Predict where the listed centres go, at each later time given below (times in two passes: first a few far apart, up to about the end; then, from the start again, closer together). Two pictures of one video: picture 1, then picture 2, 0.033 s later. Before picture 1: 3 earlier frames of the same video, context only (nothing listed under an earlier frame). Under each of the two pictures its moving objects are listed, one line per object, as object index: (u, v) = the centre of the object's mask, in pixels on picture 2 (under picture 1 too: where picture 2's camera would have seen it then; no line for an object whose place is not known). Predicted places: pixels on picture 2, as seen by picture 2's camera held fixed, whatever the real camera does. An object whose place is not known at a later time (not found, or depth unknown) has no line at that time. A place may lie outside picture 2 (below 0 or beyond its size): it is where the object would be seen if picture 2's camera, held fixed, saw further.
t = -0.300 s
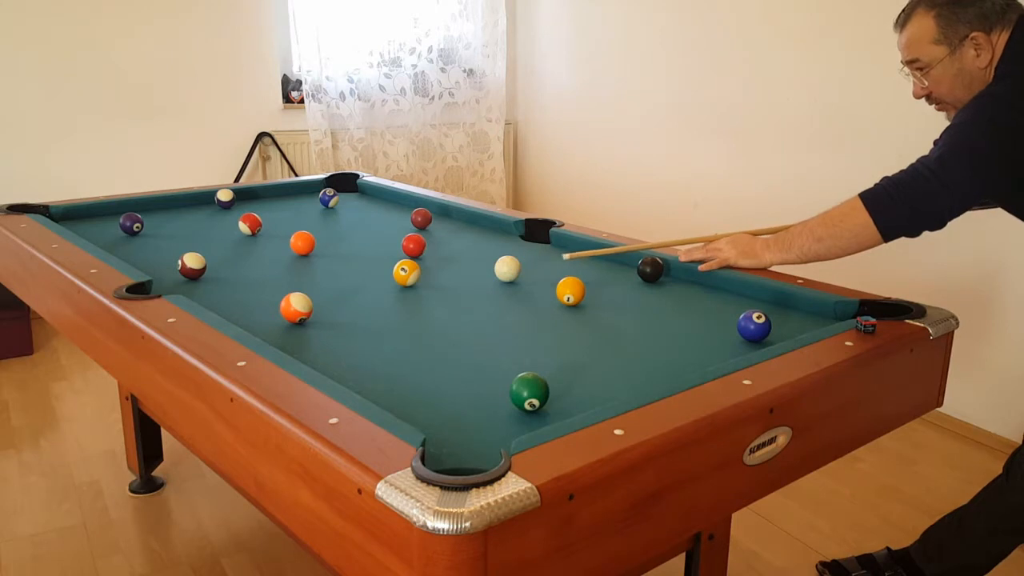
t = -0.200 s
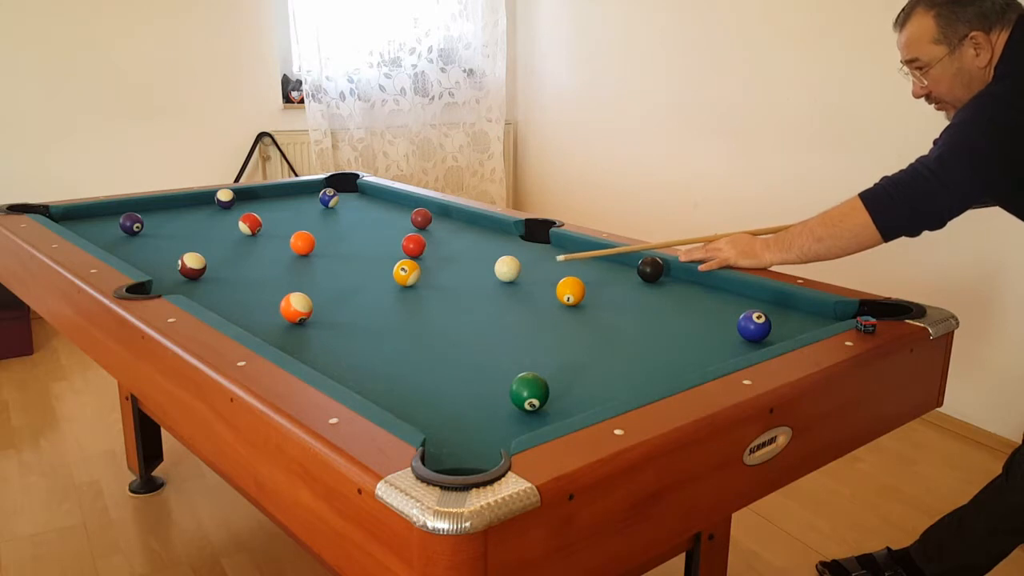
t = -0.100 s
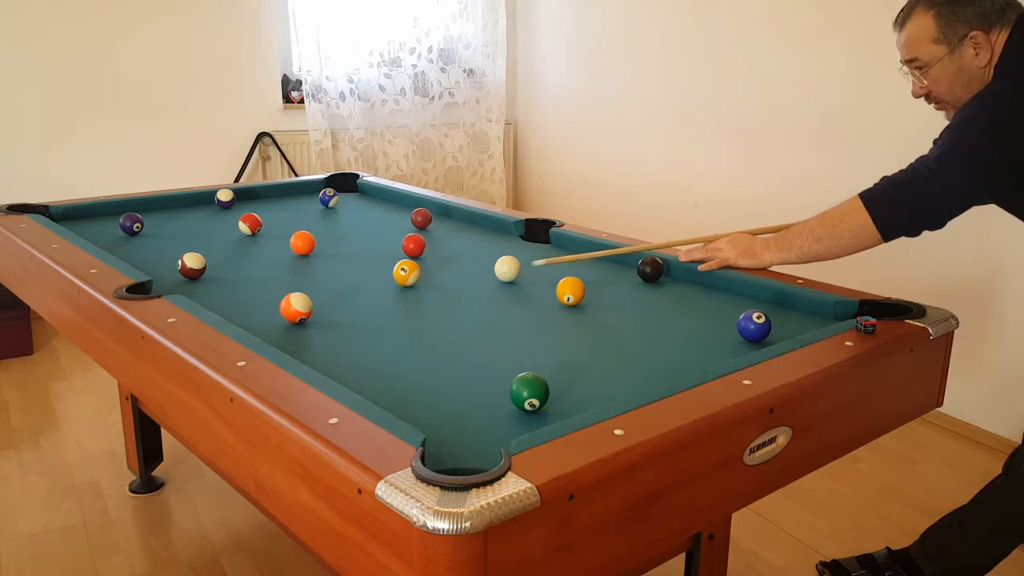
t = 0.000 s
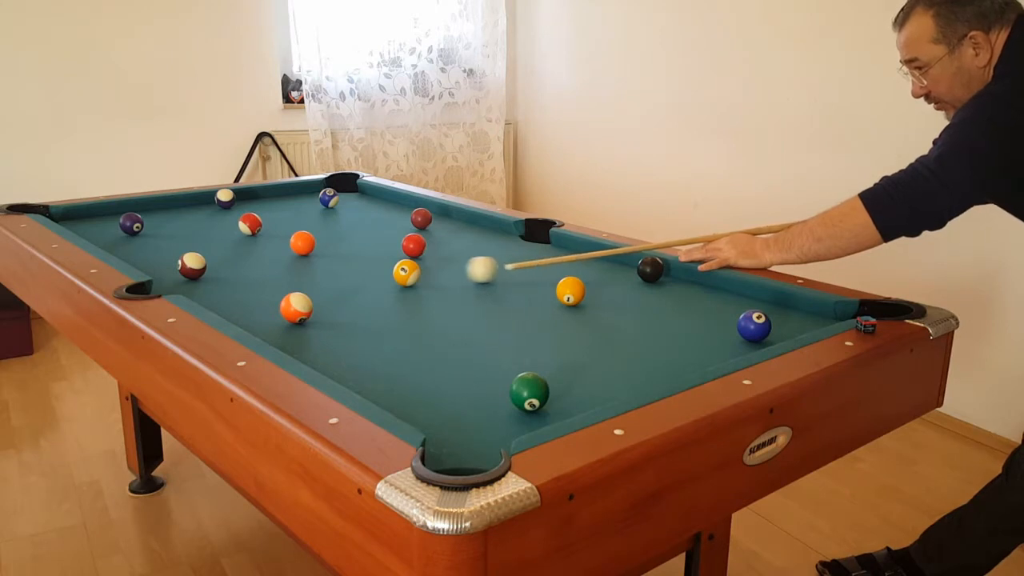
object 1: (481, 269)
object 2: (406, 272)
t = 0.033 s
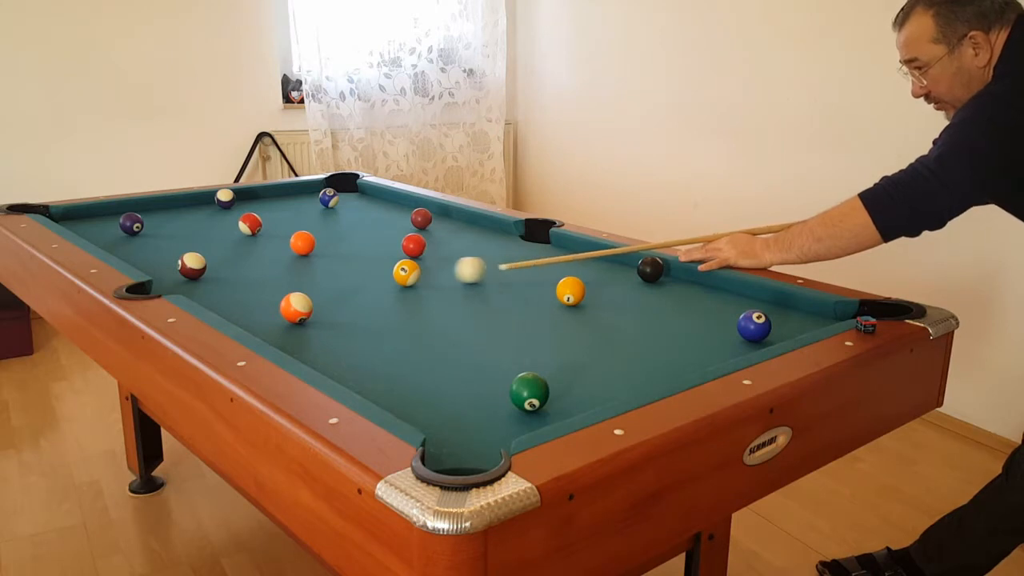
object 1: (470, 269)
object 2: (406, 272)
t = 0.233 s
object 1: (428, 270)
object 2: (382, 273)
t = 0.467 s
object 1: (409, 269)
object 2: (334, 277)
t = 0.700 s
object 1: (392, 267)
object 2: (285, 280)
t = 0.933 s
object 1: (376, 266)
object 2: (237, 284)
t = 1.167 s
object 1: (362, 265)
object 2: (188, 286)
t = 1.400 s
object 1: (349, 265)
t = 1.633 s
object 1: (339, 264)
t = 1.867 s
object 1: (330, 264)
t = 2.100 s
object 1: (323, 264)
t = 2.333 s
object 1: (317, 264)
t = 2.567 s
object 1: (313, 264)
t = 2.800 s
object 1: (312, 264)
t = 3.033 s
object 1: (312, 264)
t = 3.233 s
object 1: (312, 264)
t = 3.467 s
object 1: (312, 264)
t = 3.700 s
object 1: (312, 264)
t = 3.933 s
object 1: (312, 264)
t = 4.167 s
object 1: (312, 264)
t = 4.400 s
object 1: (311, 264)
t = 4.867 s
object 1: (312, 264)
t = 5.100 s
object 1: (312, 264)
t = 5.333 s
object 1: (312, 264)
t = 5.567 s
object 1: (312, 264)
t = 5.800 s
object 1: (312, 264)
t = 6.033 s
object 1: (312, 264)
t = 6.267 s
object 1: (312, 264)
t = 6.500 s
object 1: (312, 264)
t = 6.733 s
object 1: (312, 264)
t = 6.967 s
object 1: (312, 264)
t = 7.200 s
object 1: (312, 264)
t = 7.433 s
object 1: (312, 264)
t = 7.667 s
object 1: (312, 264)
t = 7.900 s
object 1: (312, 264)
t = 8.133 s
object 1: (312, 264)
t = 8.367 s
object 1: (312, 264)
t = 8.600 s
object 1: (312, 264)
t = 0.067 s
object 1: (459, 270)
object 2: (406, 272)
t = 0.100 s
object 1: (448, 270)
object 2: (406, 272)
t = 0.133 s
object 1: (437, 270)
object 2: (406, 272)
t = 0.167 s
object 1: (433, 270)
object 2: (400, 272)
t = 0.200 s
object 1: (430, 270)
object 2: (390, 273)
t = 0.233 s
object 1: (428, 270)
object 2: (382, 273)
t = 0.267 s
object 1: (425, 270)
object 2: (376, 274)
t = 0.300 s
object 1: (422, 269)
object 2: (369, 275)
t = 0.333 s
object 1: (420, 269)
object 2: (362, 275)
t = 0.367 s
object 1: (417, 269)
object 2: (355, 276)
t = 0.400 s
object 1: (414, 269)
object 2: (348, 276)
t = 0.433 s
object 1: (412, 269)
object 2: (341, 276)
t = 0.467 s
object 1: (409, 269)
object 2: (334, 277)
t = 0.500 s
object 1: (406, 268)
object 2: (327, 278)
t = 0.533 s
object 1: (404, 268)
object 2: (320, 278)
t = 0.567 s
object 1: (401, 268)
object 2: (313, 279)
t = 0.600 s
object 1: (399, 268)
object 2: (306, 279)
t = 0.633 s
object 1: (397, 268)
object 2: (299, 279)
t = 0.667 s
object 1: (394, 267)
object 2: (292, 279)
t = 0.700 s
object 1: (392, 267)
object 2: (285, 280)
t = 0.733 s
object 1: (390, 267)
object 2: (278, 281)
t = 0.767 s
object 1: (387, 267)
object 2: (271, 281)
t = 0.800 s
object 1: (385, 267)
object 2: (265, 282)
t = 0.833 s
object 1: (383, 267)
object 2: (257, 282)
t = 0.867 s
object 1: (381, 266)
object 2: (250, 283)
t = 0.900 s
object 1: (378, 266)
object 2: (244, 283)
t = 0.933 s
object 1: (376, 266)
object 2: (237, 284)
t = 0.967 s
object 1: (374, 266)
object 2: (230, 285)
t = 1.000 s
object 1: (372, 266)
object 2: (222, 285)
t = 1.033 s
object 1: (370, 266)
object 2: (216, 286)
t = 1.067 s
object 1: (368, 266)
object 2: (208, 286)
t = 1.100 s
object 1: (366, 265)
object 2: (201, 287)
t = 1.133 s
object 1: (364, 265)
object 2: (194, 287)
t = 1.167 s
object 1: (362, 265)
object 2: (188, 286)
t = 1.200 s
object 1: (360, 265)
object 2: (181, 286)
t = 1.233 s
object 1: (358, 265)
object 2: (174, 286)
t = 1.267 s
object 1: (356, 265)
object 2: (167, 286)
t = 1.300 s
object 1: (355, 265)
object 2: (160, 287)
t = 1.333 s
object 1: (353, 265)
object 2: (154, 289)
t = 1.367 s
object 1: (351, 265)
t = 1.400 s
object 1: (349, 265)
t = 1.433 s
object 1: (348, 264)
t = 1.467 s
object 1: (346, 264)
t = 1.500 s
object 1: (345, 264)
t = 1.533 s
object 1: (343, 264)
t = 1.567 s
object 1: (342, 264)
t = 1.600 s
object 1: (340, 264)
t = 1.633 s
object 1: (339, 264)
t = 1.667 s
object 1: (338, 264)
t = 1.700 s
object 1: (336, 264)
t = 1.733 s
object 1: (335, 264)
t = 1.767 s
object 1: (334, 264)
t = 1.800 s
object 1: (332, 264)
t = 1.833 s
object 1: (331, 264)
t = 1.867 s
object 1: (330, 264)
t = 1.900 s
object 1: (329, 264)
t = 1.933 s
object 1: (328, 264)
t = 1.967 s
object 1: (327, 264)
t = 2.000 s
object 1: (326, 264)
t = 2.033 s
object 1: (325, 264)
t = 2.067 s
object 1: (324, 264)
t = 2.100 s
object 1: (323, 264)
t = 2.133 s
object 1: (322, 264)
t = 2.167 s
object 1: (321, 264)
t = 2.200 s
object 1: (320, 264)
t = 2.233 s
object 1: (319, 264)
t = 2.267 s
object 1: (319, 264)
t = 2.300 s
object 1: (318, 264)
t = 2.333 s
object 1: (317, 264)
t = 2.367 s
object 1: (317, 264)
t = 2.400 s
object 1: (316, 264)
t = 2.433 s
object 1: (316, 264)
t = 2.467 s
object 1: (315, 264)
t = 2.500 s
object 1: (314, 264)
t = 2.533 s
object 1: (314, 264)
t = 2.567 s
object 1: (313, 264)
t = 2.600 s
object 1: (313, 264)
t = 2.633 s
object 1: (312, 264)
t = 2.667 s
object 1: (312, 264)
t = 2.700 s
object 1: (312, 264)
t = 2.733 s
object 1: (312, 264)
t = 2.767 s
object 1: (312, 264)
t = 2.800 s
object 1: (312, 264)
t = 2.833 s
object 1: (312, 264)
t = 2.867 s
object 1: (312, 264)
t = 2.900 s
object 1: (312, 264)
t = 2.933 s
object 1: (312, 264)
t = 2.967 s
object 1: (312, 264)
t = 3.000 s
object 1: (312, 264)
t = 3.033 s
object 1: (312, 264)
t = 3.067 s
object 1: (312, 264)
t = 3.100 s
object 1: (312, 264)
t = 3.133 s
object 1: (312, 264)
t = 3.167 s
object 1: (312, 264)
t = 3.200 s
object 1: (312, 264)
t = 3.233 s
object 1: (312, 264)
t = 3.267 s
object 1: (312, 264)
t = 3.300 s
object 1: (312, 264)
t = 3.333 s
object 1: (312, 264)
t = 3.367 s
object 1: (312, 264)
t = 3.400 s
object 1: (312, 264)
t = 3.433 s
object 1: (312, 264)
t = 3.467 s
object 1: (312, 264)
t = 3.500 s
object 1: (312, 264)
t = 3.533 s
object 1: (312, 264)
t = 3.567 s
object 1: (312, 264)
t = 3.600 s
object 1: (312, 264)
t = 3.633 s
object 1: (312, 264)
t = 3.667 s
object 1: (312, 264)
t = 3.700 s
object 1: (312, 264)
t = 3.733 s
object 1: (312, 264)
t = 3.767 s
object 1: (312, 264)
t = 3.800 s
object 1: (312, 264)
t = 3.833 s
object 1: (312, 264)
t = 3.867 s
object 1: (312, 264)
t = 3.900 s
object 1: (312, 264)
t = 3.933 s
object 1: (312, 264)
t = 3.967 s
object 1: (312, 264)
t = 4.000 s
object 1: (312, 264)
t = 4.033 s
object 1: (312, 264)
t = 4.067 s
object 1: (312, 264)
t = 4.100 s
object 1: (312, 264)
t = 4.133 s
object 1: (312, 264)
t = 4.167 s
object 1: (312, 264)
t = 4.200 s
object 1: (312, 264)
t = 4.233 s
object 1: (312, 264)
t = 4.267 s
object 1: (312, 264)
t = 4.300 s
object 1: (312, 264)
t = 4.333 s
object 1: (312, 264)
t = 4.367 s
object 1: (312, 264)
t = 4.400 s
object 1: (311, 264)
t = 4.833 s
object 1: (312, 264)
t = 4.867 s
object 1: (312, 264)
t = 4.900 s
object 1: (312, 264)
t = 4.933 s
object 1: (312, 264)
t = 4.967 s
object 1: (312, 264)
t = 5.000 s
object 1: (312, 264)
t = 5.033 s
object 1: (312, 264)
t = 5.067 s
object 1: (312, 264)
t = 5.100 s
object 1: (312, 264)
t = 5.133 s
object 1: (312, 264)
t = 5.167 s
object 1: (312, 264)
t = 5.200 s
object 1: (312, 264)
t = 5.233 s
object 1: (312, 264)
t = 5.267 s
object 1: (312, 264)
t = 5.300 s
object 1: (312, 264)
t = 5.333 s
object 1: (312, 264)
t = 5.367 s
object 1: (312, 264)
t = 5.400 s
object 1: (312, 264)
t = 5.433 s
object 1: (312, 264)
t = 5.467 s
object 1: (312, 264)
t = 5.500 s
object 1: (312, 264)
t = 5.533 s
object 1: (312, 264)
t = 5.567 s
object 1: (312, 264)
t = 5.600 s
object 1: (312, 264)
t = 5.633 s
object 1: (312, 264)
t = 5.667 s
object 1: (312, 264)
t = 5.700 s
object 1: (312, 264)
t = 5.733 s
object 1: (312, 264)
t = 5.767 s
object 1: (312, 264)
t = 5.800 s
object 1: (312, 264)
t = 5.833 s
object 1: (312, 264)
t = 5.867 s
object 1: (312, 264)
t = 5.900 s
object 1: (312, 264)
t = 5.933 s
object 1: (312, 264)
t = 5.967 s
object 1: (312, 264)
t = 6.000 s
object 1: (312, 264)
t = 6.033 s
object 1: (312, 264)
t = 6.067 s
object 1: (312, 264)
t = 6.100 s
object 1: (312, 264)
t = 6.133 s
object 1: (312, 264)
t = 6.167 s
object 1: (312, 264)
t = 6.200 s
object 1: (312, 264)
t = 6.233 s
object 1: (312, 264)
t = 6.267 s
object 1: (312, 264)
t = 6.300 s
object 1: (312, 264)
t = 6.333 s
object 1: (312, 264)
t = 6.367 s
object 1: (312, 264)
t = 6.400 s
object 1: (312, 264)
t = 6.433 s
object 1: (312, 264)
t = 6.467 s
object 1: (312, 264)
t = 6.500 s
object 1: (312, 264)
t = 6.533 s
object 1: (312, 264)
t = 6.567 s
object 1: (312, 264)
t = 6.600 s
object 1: (312, 264)
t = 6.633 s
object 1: (312, 264)
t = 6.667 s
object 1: (312, 264)
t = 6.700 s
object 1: (312, 264)
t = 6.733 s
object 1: (312, 264)
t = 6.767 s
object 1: (312, 264)
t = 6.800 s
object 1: (312, 264)
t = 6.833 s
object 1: (312, 264)
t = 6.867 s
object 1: (312, 264)
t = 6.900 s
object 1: (312, 264)
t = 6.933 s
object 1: (312, 264)
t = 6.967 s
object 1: (312, 264)
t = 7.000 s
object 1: (312, 264)
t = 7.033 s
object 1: (312, 264)
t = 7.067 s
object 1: (312, 264)
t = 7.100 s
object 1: (312, 264)
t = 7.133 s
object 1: (312, 264)
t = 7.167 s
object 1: (312, 264)
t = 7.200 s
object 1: (312, 264)
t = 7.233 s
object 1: (312, 264)
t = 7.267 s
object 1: (312, 264)
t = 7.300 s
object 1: (312, 264)
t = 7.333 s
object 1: (312, 264)
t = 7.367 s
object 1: (312, 264)
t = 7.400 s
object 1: (312, 264)
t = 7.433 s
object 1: (312, 264)
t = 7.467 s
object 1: (312, 264)
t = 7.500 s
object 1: (312, 264)
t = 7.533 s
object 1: (312, 264)
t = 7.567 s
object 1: (312, 264)
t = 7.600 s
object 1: (312, 264)
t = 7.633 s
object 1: (312, 264)
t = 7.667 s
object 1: (312, 264)
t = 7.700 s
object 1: (312, 264)
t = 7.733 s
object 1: (312, 264)
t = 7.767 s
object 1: (312, 264)
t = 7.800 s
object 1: (312, 264)
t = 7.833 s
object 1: (312, 264)
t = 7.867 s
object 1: (312, 264)
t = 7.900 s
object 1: (312, 264)
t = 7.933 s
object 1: (312, 264)
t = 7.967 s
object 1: (312, 264)
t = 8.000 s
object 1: (312, 264)
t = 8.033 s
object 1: (312, 264)
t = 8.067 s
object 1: (312, 264)
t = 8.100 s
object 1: (312, 264)
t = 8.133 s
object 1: (312, 264)
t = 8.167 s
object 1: (312, 264)
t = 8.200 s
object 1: (312, 264)
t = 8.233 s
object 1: (312, 264)
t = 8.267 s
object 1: (312, 264)
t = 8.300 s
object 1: (312, 264)
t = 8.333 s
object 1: (312, 264)
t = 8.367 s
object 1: (312, 264)
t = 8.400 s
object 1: (312, 264)
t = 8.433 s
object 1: (312, 264)
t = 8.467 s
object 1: (312, 264)
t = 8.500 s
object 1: (312, 264)
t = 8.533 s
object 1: (312, 264)
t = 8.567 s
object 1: (312, 264)
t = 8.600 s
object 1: (312, 264)
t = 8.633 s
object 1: (312, 264)
